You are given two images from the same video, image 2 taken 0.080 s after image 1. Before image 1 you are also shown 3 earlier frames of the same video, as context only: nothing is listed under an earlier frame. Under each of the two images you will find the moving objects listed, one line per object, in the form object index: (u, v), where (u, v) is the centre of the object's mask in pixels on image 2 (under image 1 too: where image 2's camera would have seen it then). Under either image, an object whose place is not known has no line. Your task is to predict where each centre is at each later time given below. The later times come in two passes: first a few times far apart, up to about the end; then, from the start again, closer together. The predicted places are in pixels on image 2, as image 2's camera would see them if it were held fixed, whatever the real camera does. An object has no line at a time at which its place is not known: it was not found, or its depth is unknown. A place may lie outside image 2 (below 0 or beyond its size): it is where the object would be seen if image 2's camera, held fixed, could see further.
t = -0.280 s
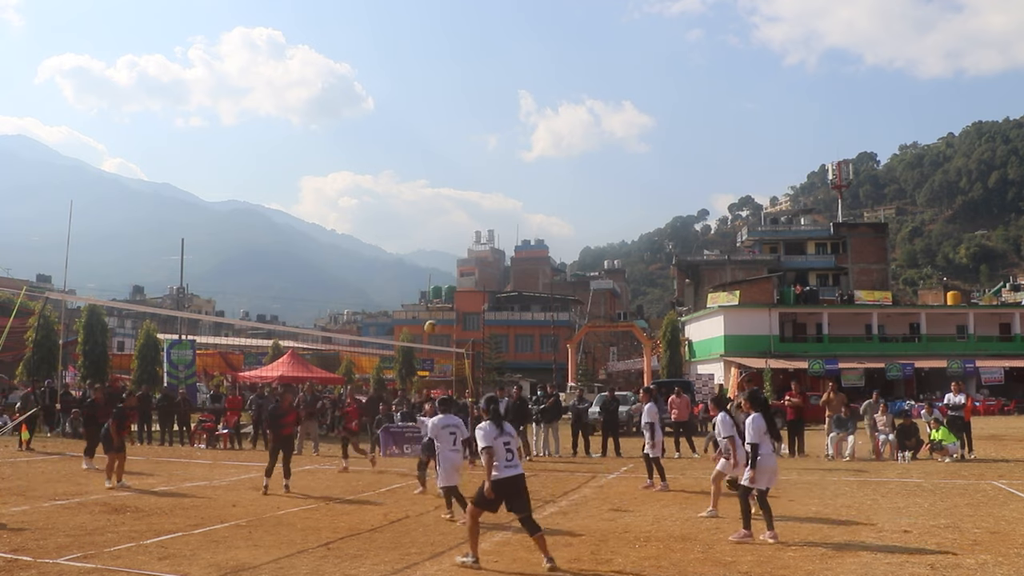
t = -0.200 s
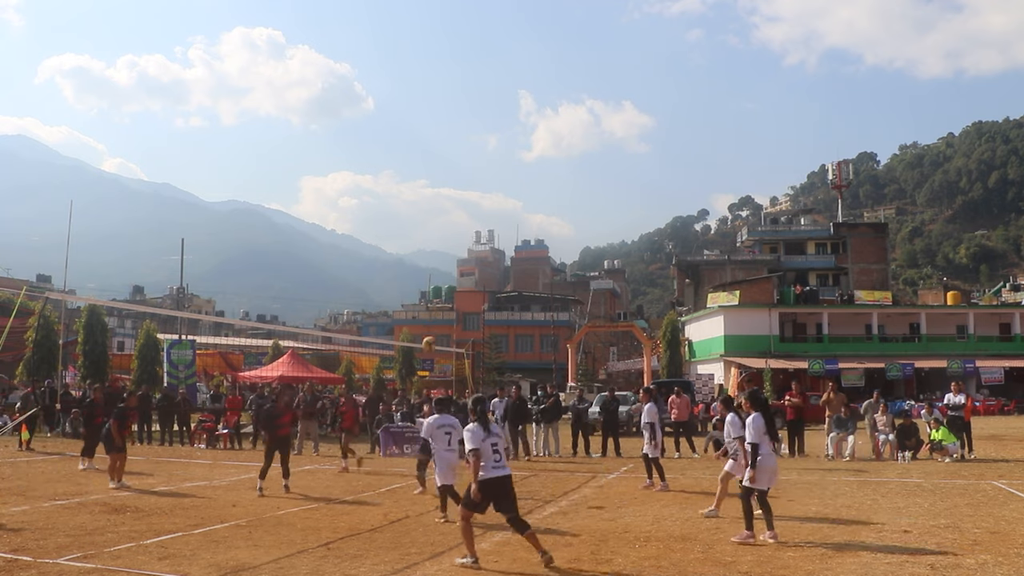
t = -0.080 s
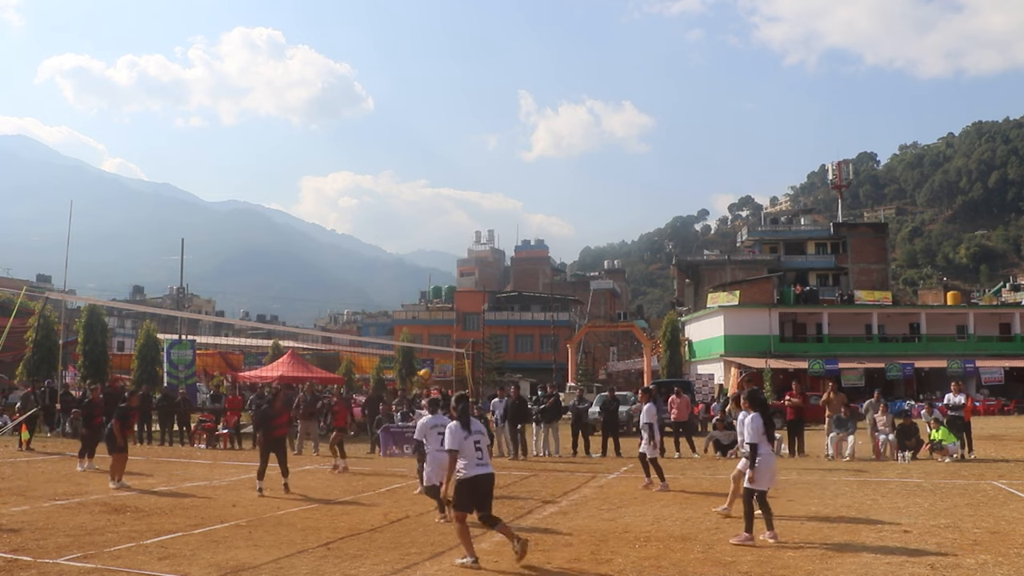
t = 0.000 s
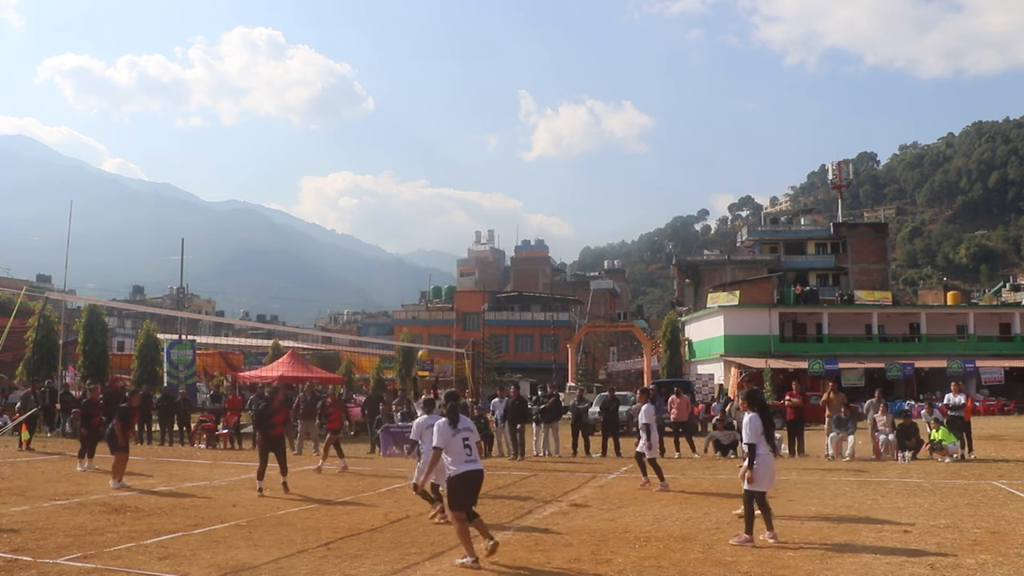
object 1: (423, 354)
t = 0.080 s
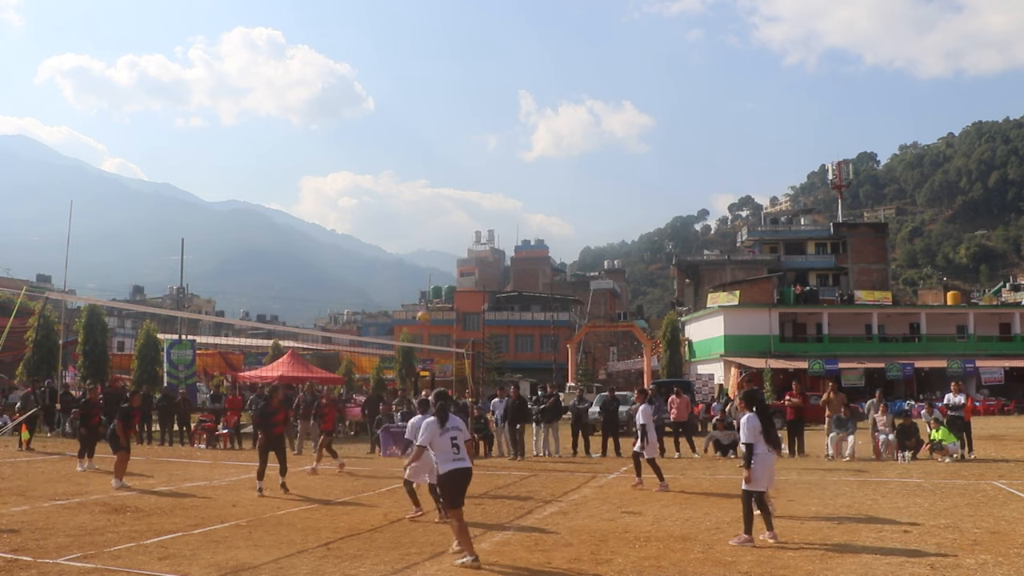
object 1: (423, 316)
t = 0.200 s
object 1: (422, 266)
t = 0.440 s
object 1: (420, 191)
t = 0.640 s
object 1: (418, 155)
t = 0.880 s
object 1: (416, 149)
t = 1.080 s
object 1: (413, 180)
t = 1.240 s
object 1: (410, 233)
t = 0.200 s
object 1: (422, 266)
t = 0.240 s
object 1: (422, 251)
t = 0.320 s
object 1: (421, 225)
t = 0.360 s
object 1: (421, 212)
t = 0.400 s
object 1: (421, 201)
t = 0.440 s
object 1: (420, 191)
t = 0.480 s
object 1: (420, 182)
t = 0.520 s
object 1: (419, 174)
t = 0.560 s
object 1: (419, 166)
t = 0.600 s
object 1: (419, 160)
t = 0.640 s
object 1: (418, 155)
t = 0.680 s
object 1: (418, 151)
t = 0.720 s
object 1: (418, 148)
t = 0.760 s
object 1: (417, 147)
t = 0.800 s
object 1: (417, 147)
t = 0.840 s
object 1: (416, 147)
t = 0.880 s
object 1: (416, 149)
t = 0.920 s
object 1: (416, 152)
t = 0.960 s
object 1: (415, 157)
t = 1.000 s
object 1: (414, 163)
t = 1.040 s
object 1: (414, 171)
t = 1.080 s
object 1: (413, 180)
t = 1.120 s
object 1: (412, 191)
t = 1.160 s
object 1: (411, 203)
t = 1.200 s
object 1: (411, 217)
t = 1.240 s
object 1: (410, 233)
